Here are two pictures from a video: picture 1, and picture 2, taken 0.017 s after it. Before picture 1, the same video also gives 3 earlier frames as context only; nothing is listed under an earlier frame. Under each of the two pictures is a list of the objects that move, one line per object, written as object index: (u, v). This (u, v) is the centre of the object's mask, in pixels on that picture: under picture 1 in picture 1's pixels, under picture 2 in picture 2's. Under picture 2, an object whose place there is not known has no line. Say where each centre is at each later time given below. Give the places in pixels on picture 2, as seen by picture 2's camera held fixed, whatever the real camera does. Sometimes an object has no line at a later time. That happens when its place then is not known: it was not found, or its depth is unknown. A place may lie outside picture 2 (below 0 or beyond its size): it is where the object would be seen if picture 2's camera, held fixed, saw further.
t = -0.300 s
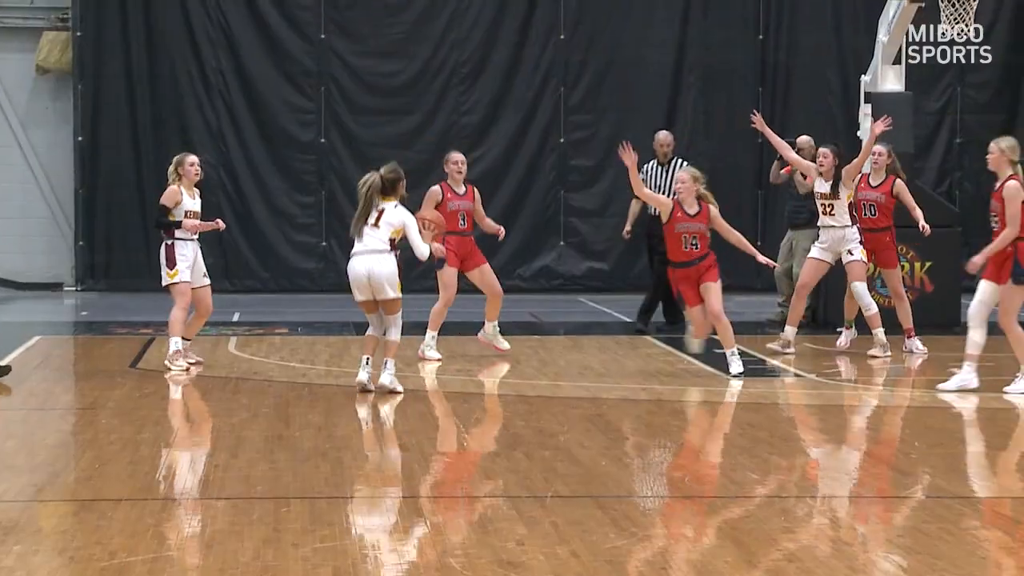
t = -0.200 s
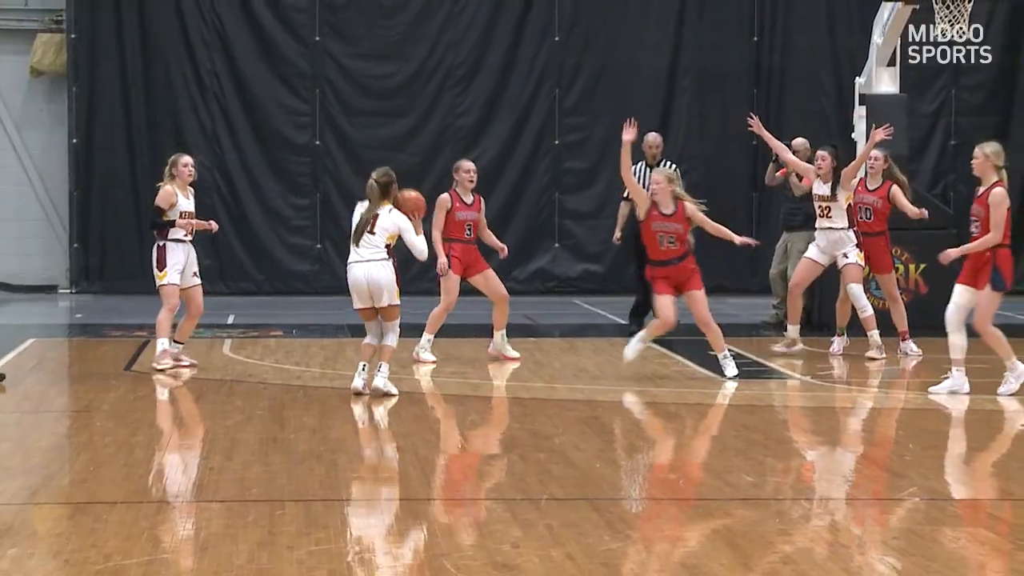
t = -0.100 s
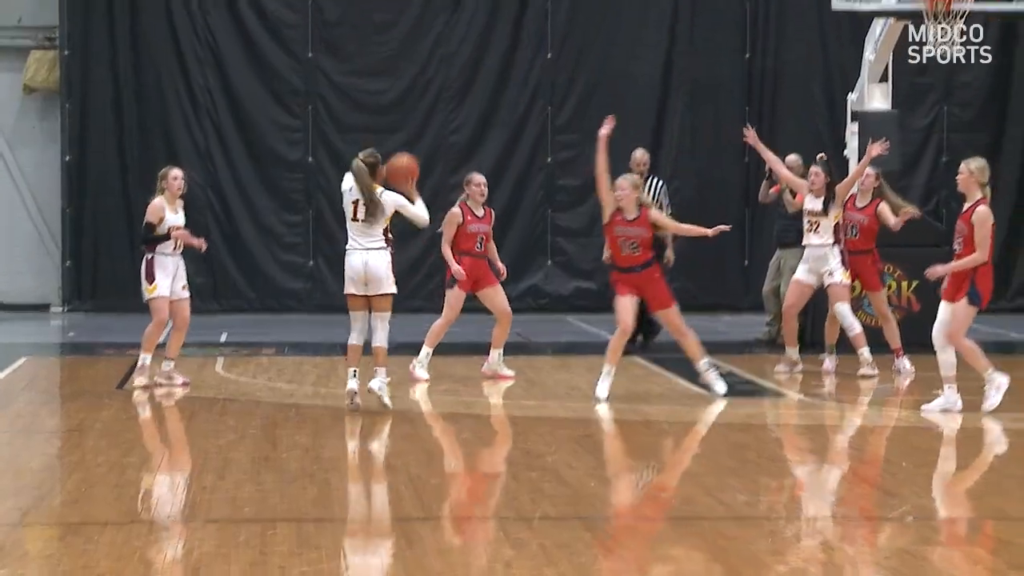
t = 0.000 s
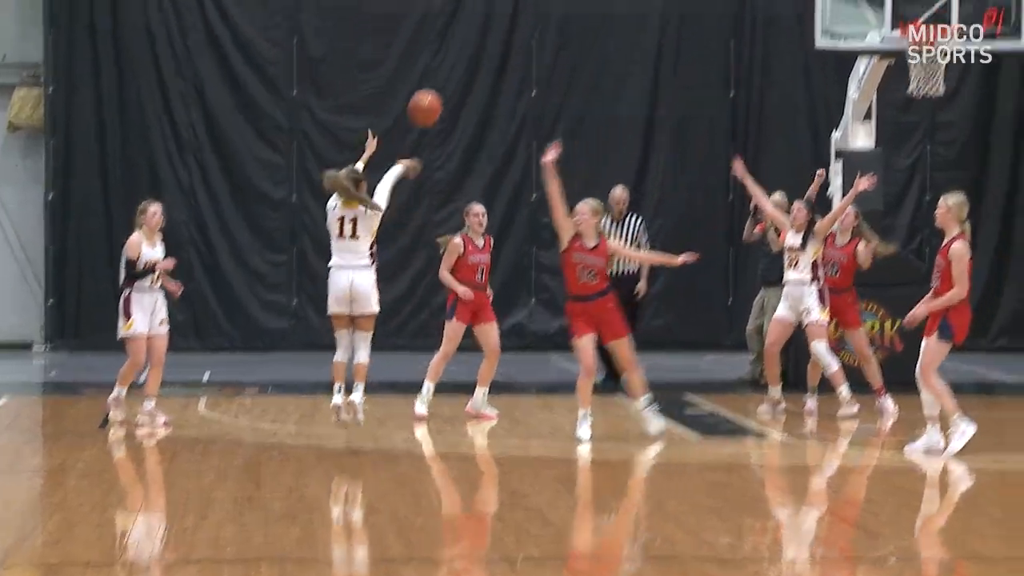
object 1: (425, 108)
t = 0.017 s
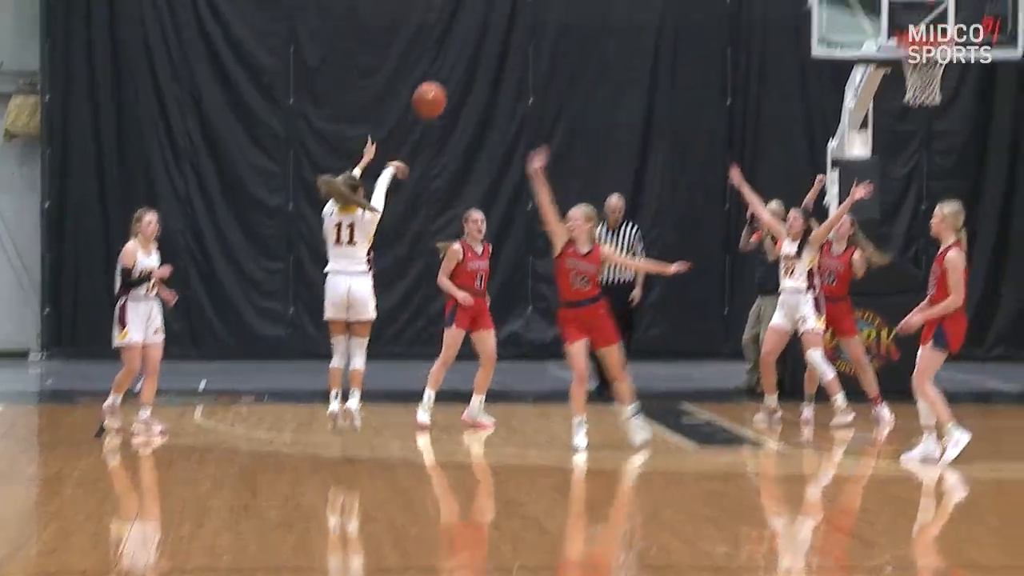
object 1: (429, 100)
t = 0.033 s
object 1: (438, 84)
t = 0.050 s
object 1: (447, 69)
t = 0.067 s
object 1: (457, 53)
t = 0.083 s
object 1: (465, 38)
